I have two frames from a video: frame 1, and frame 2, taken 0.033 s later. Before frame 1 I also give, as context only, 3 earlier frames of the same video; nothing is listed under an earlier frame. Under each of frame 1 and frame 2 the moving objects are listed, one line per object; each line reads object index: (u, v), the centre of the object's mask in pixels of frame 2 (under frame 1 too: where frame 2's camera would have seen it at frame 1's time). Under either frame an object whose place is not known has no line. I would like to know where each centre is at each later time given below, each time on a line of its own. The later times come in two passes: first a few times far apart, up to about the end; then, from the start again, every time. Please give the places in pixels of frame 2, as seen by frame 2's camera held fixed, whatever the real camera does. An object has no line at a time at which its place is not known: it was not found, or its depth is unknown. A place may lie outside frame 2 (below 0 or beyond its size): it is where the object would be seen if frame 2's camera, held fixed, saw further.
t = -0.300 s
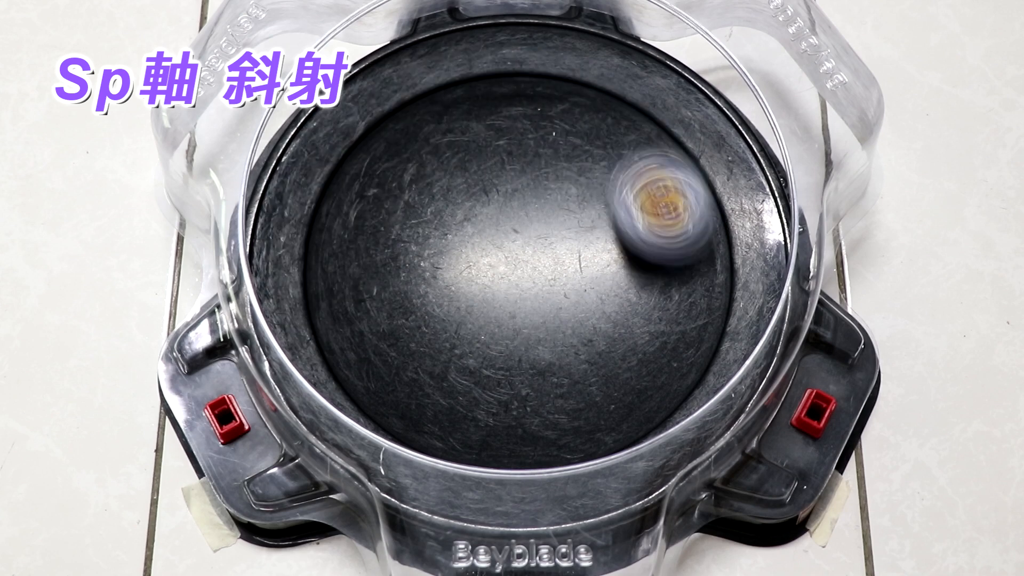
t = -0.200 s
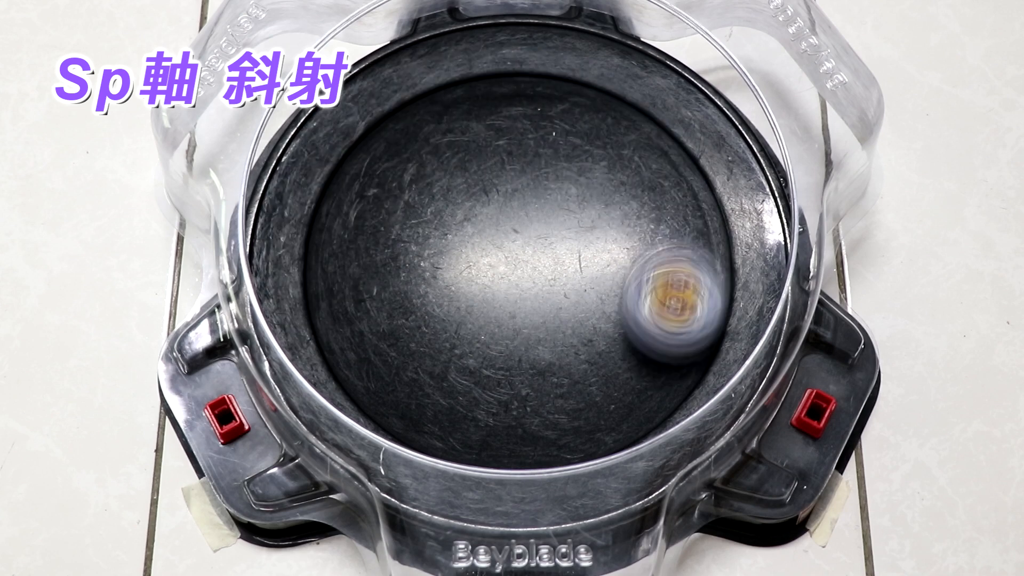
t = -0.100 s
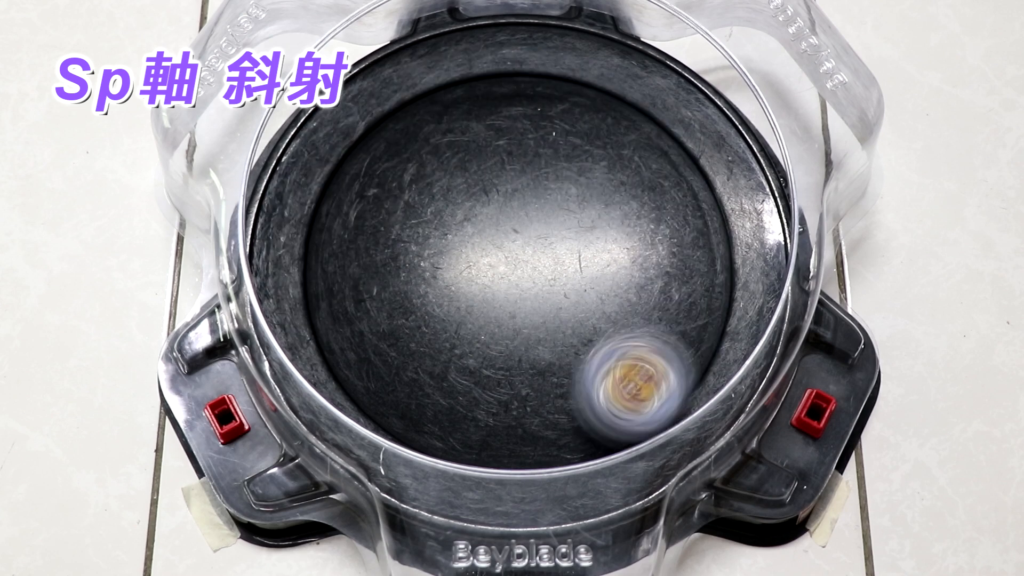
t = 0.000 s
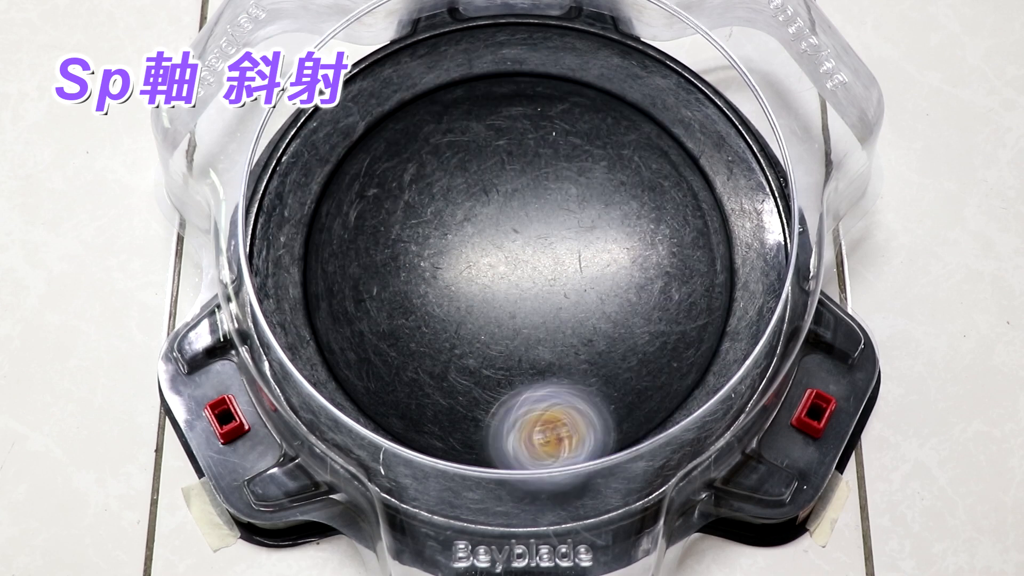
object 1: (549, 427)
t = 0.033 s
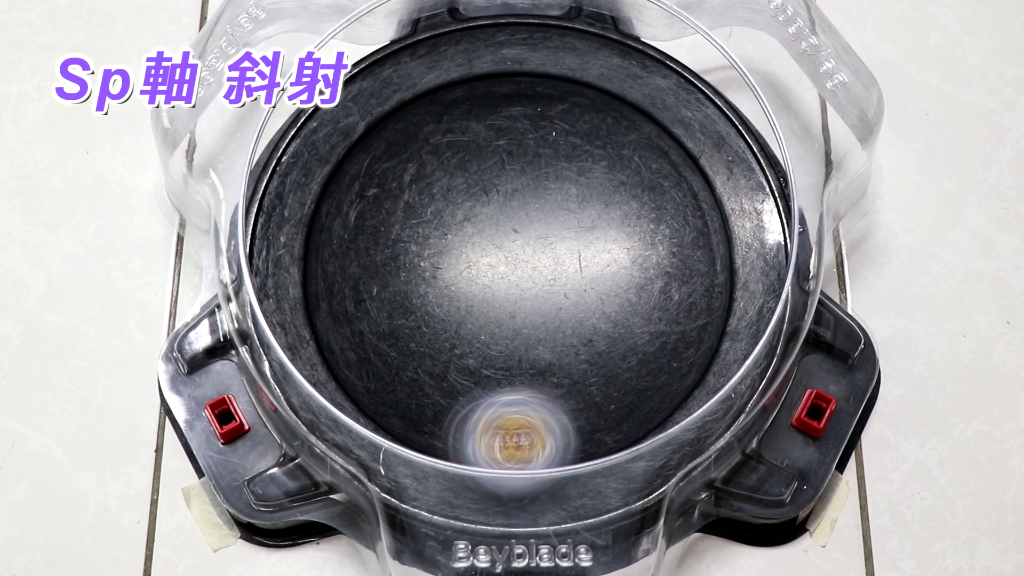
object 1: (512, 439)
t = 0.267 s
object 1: (347, 323)
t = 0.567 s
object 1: (495, 123)
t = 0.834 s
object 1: (701, 212)
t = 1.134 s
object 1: (562, 407)
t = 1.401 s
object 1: (373, 272)
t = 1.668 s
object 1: (468, 92)
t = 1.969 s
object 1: (664, 215)
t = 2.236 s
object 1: (532, 395)
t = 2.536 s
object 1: (335, 276)
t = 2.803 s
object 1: (477, 134)
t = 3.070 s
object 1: (666, 245)
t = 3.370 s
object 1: (543, 415)
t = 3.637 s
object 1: (391, 278)
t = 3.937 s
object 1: (530, 114)
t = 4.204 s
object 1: (677, 228)
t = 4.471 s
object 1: (530, 372)
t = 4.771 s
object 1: (358, 243)
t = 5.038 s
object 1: (490, 126)
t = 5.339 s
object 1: (639, 277)
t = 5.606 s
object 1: (517, 409)
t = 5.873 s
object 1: (389, 277)
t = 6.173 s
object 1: (542, 143)
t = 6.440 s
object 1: (677, 247)
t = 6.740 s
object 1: (510, 365)
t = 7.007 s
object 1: (386, 239)
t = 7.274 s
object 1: (500, 124)
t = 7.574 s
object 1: (623, 274)
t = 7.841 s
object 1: (503, 390)
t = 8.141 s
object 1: (393, 258)
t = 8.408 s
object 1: (534, 163)
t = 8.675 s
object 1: (664, 257)
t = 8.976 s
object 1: (515, 359)
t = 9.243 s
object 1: (406, 238)
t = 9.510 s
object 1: (505, 132)
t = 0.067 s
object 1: (482, 439)
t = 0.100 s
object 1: (453, 426)
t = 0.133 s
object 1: (421, 410)
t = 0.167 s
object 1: (397, 396)
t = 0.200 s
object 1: (373, 374)
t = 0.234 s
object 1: (353, 346)
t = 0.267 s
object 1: (347, 323)
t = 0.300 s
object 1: (344, 290)
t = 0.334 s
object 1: (349, 257)
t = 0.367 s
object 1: (357, 234)
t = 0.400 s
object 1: (371, 206)
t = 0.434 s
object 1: (392, 178)
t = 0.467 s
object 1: (414, 160)
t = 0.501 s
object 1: (440, 143)
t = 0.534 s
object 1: (470, 129)
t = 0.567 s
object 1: (495, 123)
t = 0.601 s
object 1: (527, 118)
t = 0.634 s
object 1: (561, 118)
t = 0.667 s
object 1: (590, 123)
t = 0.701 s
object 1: (617, 132)
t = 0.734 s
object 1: (645, 146)
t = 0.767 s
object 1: (666, 162)
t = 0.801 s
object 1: (685, 183)
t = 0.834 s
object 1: (701, 212)
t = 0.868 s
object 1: (711, 241)
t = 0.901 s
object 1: (715, 270)
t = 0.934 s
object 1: (710, 300)
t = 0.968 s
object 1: (700, 329)
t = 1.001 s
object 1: (682, 349)
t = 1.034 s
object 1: (655, 373)
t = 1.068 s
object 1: (627, 390)
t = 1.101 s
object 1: (599, 400)
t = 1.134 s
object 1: (562, 407)
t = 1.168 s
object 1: (529, 405)
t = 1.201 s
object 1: (497, 398)
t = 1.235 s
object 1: (462, 384)
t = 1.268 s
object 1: (437, 370)
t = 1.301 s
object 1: (414, 348)
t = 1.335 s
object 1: (394, 321)
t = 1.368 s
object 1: (381, 300)
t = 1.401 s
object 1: (373, 272)
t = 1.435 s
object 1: (367, 240)
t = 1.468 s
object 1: (371, 216)
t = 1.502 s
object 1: (375, 190)
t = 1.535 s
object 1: (388, 162)
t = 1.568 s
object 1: (402, 141)
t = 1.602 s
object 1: (419, 121)
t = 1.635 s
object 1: (444, 103)
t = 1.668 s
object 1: (468, 92)
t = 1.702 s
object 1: (494, 86)
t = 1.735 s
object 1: (525, 83)
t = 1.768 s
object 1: (553, 89)
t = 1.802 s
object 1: (579, 97)
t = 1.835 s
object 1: (604, 112)
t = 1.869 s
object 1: (627, 134)
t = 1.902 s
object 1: (644, 157)
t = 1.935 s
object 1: (655, 184)
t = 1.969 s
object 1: (664, 215)
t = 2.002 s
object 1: (665, 244)
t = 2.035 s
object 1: (660, 276)
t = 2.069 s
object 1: (649, 308)
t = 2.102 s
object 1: (634, 328)
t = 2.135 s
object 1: (613, 352)
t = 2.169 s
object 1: (588, 372)
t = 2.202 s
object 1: (563, 384)
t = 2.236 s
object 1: (532, 395)
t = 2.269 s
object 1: (501, 400)
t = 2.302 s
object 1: (473, 399)
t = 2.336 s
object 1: (439, 393)
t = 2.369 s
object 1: (411, 383)
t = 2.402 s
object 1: (391, 369)
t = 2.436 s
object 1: (367, 347)
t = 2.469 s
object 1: (351, 326)
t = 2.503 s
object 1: (340, 303)
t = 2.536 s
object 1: (335, 276)
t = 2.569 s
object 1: (338, 250)
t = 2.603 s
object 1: (345, 226)
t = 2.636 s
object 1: (357, 200)
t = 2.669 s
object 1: (378, 177)
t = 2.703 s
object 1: (395, 163)
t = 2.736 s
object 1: (425, 146)
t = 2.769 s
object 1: (454, 138)
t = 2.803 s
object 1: (477, 134)
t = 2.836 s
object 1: (510, 135)
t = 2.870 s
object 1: (536, 139)
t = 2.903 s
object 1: (565, 147)
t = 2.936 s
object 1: (590, 160)
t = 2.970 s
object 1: (615, 177)
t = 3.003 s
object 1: (634, 196)
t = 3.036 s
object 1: (651, 218)
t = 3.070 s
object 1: (666, 245)
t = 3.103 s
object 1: (674, 268)
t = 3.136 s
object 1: (676, 294)
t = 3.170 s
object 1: (672, 323)
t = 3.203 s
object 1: (662, 345)
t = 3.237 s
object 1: (648, 367)
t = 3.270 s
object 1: (627, 388)
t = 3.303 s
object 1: (606, 400)
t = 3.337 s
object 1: (575, 411)
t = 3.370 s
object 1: (543, 415)
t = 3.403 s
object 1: (519, 414)
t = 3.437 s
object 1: (486, 406)
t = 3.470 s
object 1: (457, 391)
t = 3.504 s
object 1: (437, 376)
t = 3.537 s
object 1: (417, 352)
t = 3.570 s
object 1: (403, 329)
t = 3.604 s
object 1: (395, 305)
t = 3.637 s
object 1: (391, 278)
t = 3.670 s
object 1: (393, 253)
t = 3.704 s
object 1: (399, 229)
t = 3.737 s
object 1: (409, 200)
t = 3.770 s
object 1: (423, 180)
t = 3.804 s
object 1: (438, 162)
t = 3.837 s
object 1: (457, 142)
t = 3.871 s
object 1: (482, 129)
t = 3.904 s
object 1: (502, 121)
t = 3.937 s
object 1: (530, 114)
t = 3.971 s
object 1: (555, 113)
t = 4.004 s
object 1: (580, 117)
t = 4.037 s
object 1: (604, 124)
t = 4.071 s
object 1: (630, 138)
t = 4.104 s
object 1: (646, 154)
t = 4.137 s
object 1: (662, 176)
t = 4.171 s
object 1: (672, 202)
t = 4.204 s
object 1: (677, 228)
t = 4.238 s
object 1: (677, 256)
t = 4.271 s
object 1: (669, 282)
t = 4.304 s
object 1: (653, 305)
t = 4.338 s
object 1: (636, 325)
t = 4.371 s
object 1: (610, 348)
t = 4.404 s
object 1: (587, 359)
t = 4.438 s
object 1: (558, 368)
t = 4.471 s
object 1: (530, 372)
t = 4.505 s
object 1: (502, 372)
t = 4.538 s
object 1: (472, 368)
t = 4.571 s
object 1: (447, 358)
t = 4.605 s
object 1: (424, 347)
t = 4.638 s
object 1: (401, 330)
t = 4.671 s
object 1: (383, 311)
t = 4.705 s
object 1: (371, 292)
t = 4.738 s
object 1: (362, 270)
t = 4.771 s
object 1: (358, 243)
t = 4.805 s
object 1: (359, 225)
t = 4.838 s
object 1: (366, 200)
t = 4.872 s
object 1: (380, 175)
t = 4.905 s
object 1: (392, 160)
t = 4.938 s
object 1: (414, 144)
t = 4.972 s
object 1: (440, 132)
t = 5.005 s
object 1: (459, 128)
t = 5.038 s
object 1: (490, 126)
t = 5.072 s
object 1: (517, 129)
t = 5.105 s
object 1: (538, 136)
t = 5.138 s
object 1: (564, 149)
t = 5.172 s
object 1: (585, 166)
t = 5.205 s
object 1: (604, 185)
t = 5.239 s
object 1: (618, 206)
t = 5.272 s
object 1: (632, 232)
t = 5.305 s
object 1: (638, 254)
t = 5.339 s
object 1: (639, 277)
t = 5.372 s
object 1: (638, 306)
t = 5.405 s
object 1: (632, 325)
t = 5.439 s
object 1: (621, 347)
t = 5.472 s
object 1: (605, 368)
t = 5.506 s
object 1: (587, 385)
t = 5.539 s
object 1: (566, 395)
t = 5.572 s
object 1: (539, 405)
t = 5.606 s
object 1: (517, 409)
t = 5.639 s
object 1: (487, 406)
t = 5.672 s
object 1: (459, 398)
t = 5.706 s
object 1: (438, 386)
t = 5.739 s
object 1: (418, 369)
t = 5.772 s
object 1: (403, 347)
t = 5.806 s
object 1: (394, 327)
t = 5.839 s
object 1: (389, 302)
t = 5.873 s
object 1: (389, 277)
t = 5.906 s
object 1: (394, 256)
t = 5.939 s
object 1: (403, 233)
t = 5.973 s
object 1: (416, 210)
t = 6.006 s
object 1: (432, 195)
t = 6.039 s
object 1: (452, 177)
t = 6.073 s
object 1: (473, 163)
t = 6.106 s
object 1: (492, 154)
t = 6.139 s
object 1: (518, 148)
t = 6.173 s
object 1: (542, 143)
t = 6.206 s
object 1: (564, 144)
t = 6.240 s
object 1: (588, 148)
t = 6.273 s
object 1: (612, 156)
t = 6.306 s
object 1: (630, 166)
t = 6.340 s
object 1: (648, 182)
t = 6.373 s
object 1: (663, 203)
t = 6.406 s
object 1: (672, 224)
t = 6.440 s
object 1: (677, 247)
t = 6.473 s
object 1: (676, 272)
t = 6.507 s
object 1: (666, 295)
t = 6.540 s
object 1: (651, 318)
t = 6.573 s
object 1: (635, 336)
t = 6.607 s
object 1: (613, 350)
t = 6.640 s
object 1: (588, 361)
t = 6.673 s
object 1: (563, 367)
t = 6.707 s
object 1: (538, 368)
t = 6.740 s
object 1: (510, 365)
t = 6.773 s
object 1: (484, 359)
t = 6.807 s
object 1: (461, 348)
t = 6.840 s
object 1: (441, 335)
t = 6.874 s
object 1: (421, 317)
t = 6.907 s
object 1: (407, 299)
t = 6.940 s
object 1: (396, 280)
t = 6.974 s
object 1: (387, 256)
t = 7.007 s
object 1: (386, 239)
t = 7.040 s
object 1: (387, 215)
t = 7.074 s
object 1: (393, 191)
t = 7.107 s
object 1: (402, 175)
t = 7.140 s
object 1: (414, 156)
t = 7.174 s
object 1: (433, 141)
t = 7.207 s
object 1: (453, 132)
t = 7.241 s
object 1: (475, 126)
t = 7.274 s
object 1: (500, 124)
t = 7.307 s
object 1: (521, 127)
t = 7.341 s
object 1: (544, 135)
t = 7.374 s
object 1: (567, 149)
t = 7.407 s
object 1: (584, 163)
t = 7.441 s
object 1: (599, 182)
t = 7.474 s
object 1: (612, 204)
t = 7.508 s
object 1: (620, 227)
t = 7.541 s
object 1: (624, 248)
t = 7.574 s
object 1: (623, 274)
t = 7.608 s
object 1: (620, 299)
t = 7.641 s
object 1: (612, 316)
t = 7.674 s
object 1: (601, 336)
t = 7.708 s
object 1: (585, 354)
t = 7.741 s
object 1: (568, 367)
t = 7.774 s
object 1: (547, 381)
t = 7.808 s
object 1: (527, 388)
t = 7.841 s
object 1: (503, 390)
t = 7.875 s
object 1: (479, 390)
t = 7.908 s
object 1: (455, 385)
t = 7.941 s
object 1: (434, 375)
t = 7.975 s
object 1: (416, 360)
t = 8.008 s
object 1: (401, 342)
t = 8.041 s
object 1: (392, 322)
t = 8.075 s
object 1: (388, 297)
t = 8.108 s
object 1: (388, 280)
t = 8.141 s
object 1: (393, 258)
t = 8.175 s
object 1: (402, 236)
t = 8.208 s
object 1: (414, 220)
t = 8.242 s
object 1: (431, 203)
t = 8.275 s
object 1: (450, 188)
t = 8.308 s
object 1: (469, 177)
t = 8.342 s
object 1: (490, 170)
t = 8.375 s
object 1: (513, 164)
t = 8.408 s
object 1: (534, 163)
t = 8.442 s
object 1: (557, 163)
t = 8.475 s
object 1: (580, 168)
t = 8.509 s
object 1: (600, 176)
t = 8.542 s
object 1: (619, 186)
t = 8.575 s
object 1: (635, 200)
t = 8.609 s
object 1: (650, 218)
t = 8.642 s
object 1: (657, 233)
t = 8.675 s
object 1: (664, 257)
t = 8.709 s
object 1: (663, 279)
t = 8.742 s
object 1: (657, 298)
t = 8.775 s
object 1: (646, 317)
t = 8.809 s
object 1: (629, 335)
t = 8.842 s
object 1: (611, 348)
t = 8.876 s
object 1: (587, 358)
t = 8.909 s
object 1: (565, 363)
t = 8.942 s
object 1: (542, 363)
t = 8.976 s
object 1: (515, 359)
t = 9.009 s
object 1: (492, 351)
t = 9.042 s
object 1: (472, 341)
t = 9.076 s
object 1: (454, 328)
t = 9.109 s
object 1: (437, 312)
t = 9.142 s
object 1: (424, 295)
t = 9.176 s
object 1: (413, 276)
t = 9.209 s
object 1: (408, 256)
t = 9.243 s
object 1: (406, 238)
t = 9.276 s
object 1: (408, 215)
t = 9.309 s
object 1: (412, 198)
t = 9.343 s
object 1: (421, 180)
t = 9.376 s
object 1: (432, 161)
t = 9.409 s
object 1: (447, 149)
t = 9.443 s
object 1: (462, 139)
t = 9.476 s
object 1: (484, 133)
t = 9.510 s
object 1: (505, 132)
